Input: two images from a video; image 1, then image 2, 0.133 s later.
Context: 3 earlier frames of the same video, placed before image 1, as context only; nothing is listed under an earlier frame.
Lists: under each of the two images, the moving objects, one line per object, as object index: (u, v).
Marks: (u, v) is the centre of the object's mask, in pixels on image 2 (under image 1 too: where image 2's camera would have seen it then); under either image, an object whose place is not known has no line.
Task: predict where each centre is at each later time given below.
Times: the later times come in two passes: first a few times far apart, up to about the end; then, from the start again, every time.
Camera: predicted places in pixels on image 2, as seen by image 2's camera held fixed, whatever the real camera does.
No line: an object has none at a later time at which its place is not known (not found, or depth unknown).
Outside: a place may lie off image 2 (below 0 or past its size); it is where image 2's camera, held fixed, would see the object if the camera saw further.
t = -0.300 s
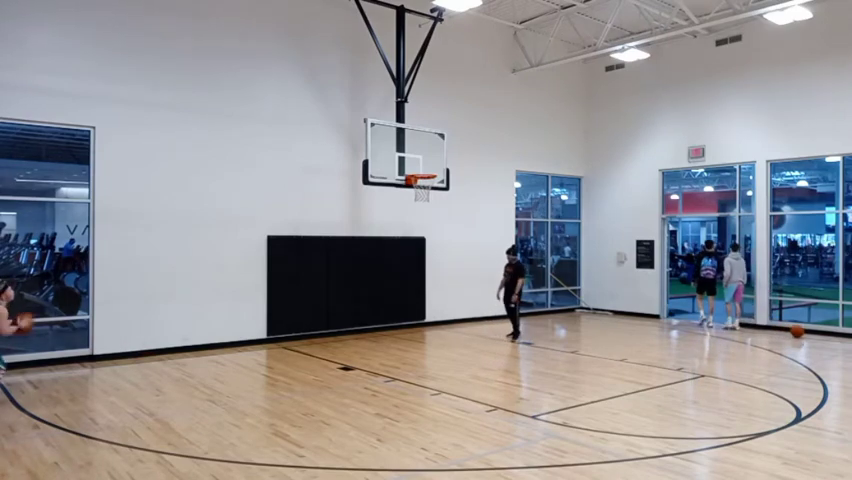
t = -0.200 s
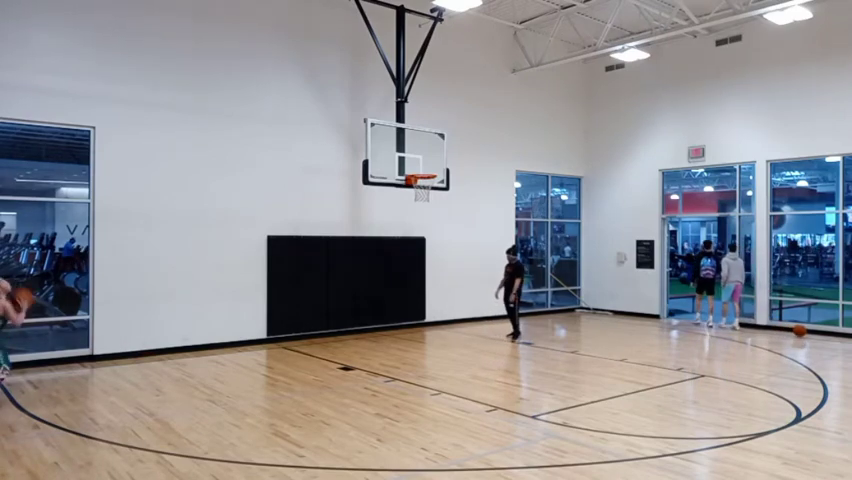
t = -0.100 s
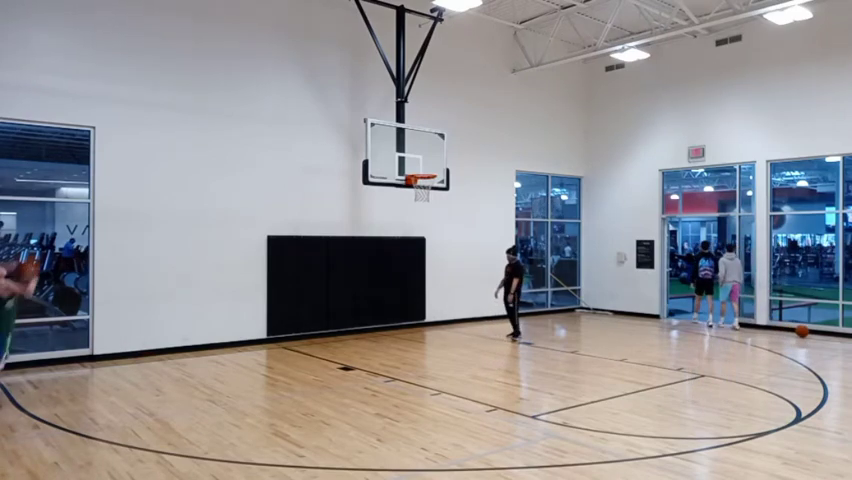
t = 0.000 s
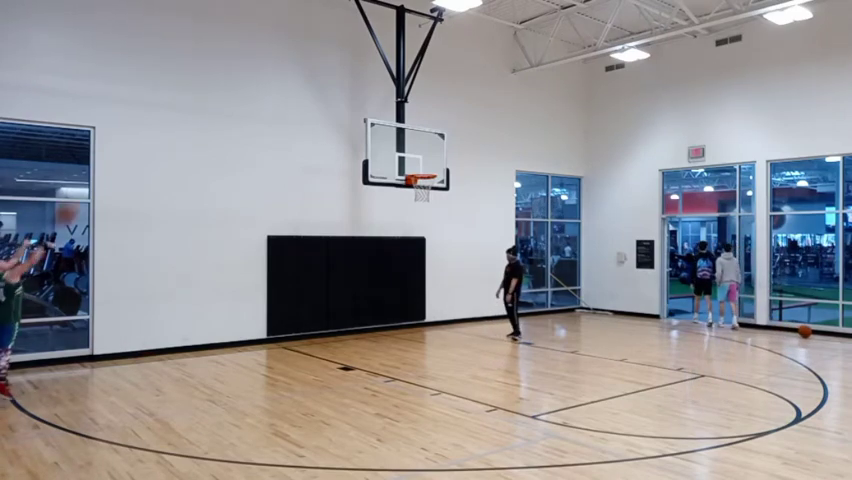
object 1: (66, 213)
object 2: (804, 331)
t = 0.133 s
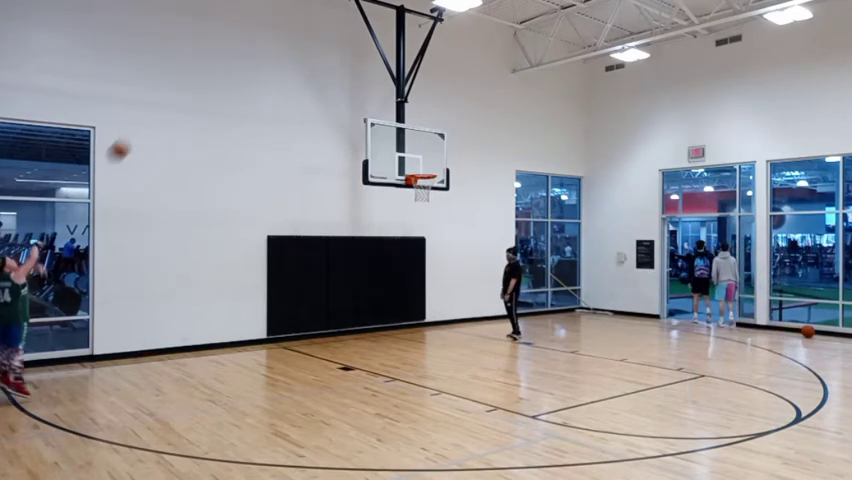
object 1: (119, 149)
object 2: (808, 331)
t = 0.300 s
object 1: (180, 94)
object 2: (812, 331)
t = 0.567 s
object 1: (264, 58)
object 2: (818, 331)
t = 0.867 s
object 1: (343, 77)
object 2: (825, 331)
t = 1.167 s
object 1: (411, 145)
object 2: (831, 331)
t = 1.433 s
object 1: (448, 151)
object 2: (833, 331)
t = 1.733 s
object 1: (481, 168)
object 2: (837, 332)
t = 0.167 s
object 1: (132, 136)
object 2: (808, 331)
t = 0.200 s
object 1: (144, 124)
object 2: (809, 331)
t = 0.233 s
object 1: (156, 113)
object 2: (810, 331)
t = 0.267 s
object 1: (168, 104)
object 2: (811, 331)
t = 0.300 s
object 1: (180, 94)
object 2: (812, 331)
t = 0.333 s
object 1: (191, 87)
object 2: (812, 331)
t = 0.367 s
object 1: (202, 80)
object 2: (813, 331)
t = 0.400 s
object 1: (213, 74)
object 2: (814, 331)
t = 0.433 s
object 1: (224, 69)
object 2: (815, 331)
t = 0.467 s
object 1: (234, 65)
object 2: (816, 331)
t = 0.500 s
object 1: (244, 62)
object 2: (817, 331)
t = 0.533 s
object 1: (254, 60)
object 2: (817, 331)
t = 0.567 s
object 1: (264, 58)
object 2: (818, 331)
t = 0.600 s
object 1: (273, 57)
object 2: (819, 331)
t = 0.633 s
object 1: (282, 57)
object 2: (819, 331)
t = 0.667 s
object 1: (291, 58)
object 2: (820, 331)
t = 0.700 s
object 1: (300, 59)
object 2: (821, 331)
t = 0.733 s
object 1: (309, 61)
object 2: (822, 331)
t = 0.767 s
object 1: (318, 64)
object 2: (823, 331)
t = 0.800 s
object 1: (326, 68)
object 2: (823, 331)
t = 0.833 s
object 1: (335, 72)
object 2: (824, 331)
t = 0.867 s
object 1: (343, 77)
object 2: (825, 331)
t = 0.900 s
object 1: (351, 82)
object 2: (826, 331)
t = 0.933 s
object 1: (359, 89)
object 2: (827, 331)
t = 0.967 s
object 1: (366, 95)
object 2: (827, 331)
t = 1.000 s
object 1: (374, 102)
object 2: (828, 331)
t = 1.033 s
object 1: (382, 110)
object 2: (829, 331)
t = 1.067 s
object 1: (390, 118)
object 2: (830, 330)
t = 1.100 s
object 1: (398, 128)
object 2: (830, 331)
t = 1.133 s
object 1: (404, 135)
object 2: (830, 331)
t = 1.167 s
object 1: (411, 145)
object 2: (831, 331)
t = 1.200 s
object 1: (417, 157)
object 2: (831, 331)
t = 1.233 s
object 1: (424, 166)
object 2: (831, 331)
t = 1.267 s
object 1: (429, 165)
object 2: (832, 331)
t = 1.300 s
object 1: (433, 161)
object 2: (832, 331)
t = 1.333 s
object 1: (436, 158)
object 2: (832, 331)
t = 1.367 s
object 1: (440, 155)
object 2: (832, 331)
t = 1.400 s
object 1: (444, 153)
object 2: (833, 331)
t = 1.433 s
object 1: (448, 151)
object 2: (833, 331)
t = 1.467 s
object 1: (452, 151)
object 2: (834, 331)
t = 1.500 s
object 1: (455, 151)
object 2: (834, 331)
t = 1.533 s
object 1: (459, 152)
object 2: (834, 331)
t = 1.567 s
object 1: (463, 153)
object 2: (835, 331)
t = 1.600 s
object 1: (466, 154)
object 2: (835, 331)
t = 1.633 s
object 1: (470, 157)
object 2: (835, 331)
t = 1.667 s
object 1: (474, 160)
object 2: (836, 331)
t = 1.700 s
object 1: (478, 163)
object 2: (836, 332)
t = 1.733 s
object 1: (481, 168)
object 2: (837, 332)
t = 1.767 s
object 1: (485, 173)
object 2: (837, 332)
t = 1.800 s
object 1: (489, 178)
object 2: (837, 332)
